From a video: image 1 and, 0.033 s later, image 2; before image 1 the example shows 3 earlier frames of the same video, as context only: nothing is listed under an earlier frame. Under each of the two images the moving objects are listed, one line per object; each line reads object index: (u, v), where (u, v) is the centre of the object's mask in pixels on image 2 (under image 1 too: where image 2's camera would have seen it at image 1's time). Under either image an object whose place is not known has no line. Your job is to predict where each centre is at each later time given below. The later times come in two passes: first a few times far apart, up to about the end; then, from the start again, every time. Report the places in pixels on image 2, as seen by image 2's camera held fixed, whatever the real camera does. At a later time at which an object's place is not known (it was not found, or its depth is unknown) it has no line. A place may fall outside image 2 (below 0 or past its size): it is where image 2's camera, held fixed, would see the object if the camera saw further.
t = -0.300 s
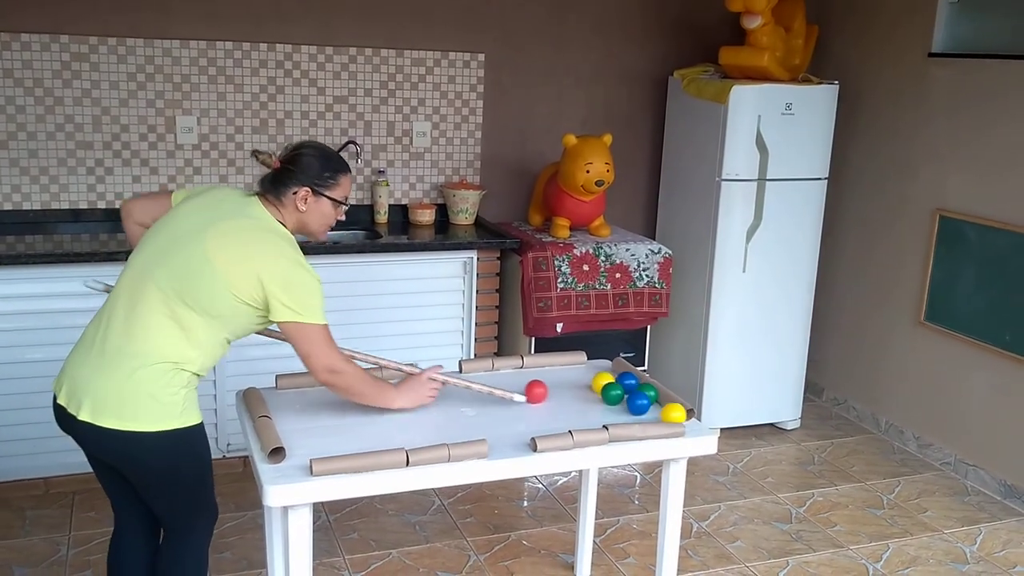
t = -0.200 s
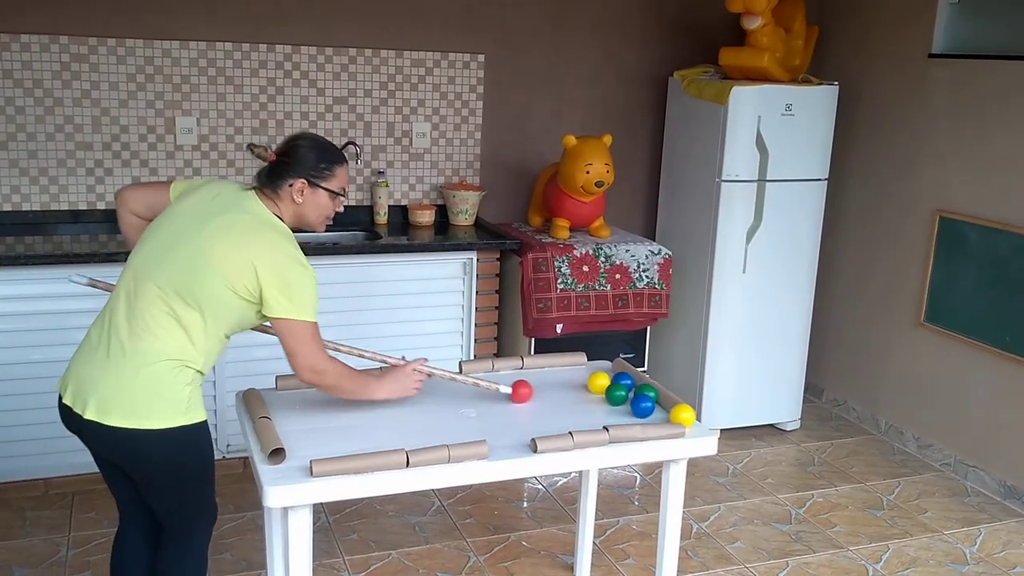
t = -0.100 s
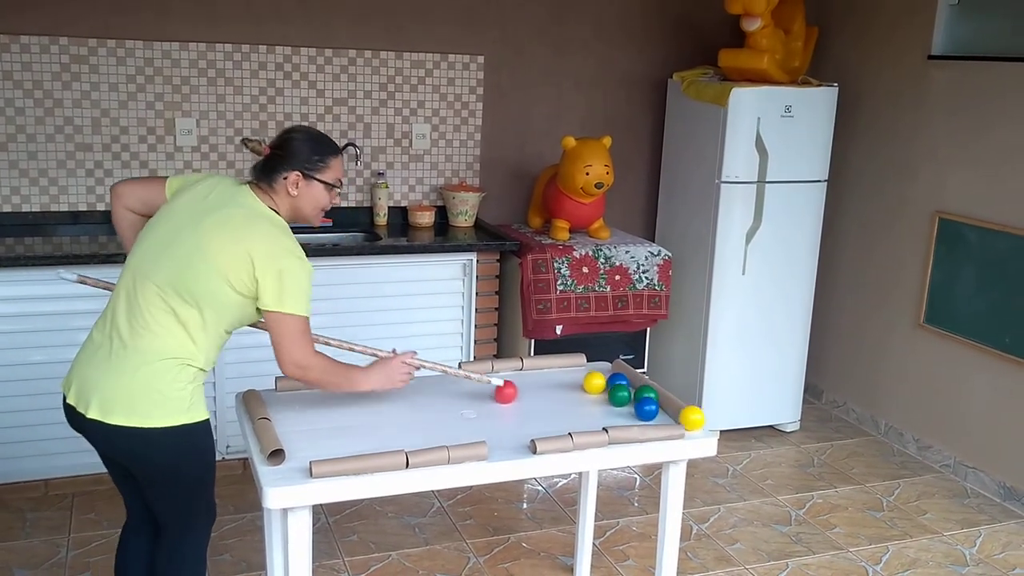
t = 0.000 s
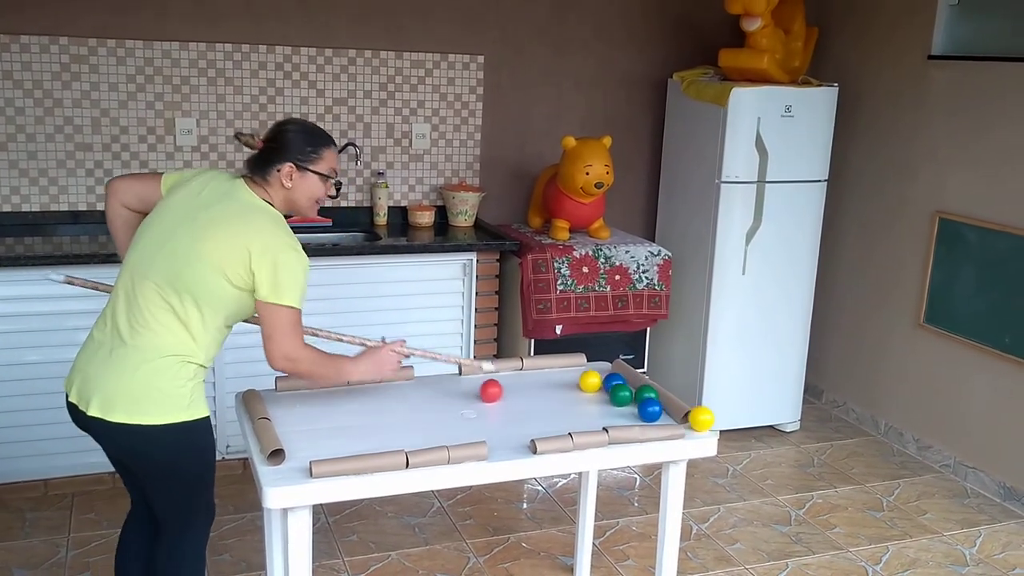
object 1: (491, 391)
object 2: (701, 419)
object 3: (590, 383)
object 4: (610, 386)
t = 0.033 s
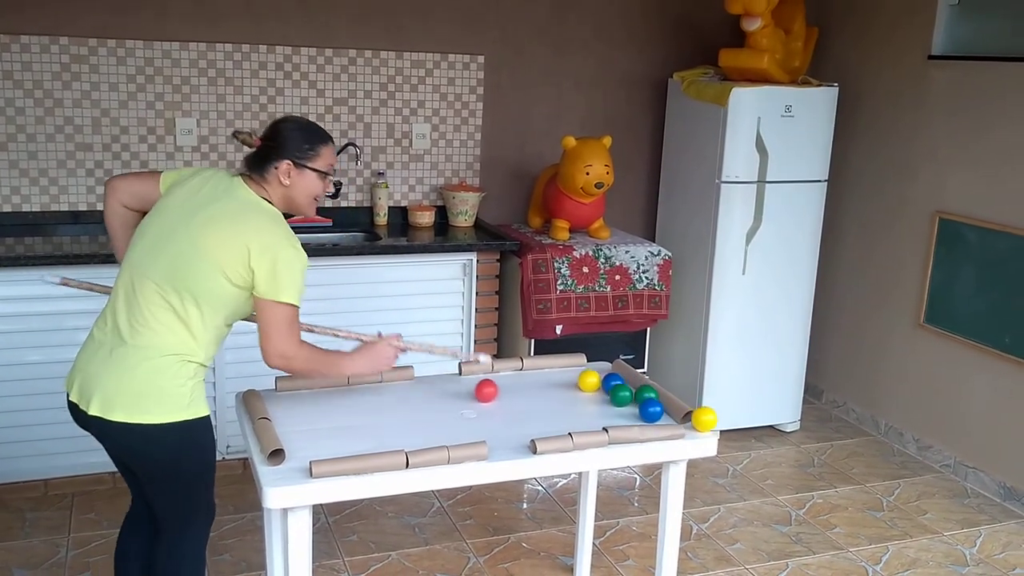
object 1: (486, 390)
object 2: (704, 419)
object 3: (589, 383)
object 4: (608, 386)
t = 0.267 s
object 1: (454, 389)
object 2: (726, 429)
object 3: (577, 379)
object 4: (603, 389)
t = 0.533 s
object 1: (417, 387)
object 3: (560, 375)
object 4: (589, 391)
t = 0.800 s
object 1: (384, 386)
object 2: (779, 566)
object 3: (549, 373)
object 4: (577, 395)
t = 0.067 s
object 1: (481, 390)
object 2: (707, 420)
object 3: (588, 382)
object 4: (608, 387)
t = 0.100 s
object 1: (476, 390)
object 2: (709, 420)
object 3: (586, 381)
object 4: (607, 387)
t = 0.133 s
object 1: (472, 390)
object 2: (712, 420)
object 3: (585, 381)
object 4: (606, 387)
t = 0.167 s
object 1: (468, 390)
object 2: (715, 421)
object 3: (583, 380)
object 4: (606, 388)
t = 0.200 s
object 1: (463, 389)
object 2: (719, 423)
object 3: (581, 380)
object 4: (605, 388)
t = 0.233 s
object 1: (458, 389)
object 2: (722, 425)
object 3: (579, 379)
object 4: (604, 389)
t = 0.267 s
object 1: (454, 389)
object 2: (726, 429)
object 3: (577, 379)
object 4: (603, 389)
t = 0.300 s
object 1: (449, 389)
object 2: (730, 437)
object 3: (575, 378)
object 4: (602, 389)
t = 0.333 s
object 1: (444, 389)
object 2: (732, 447)
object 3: (573, 378)
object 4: (601, 389)
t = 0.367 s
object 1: (440, 388)
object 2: (735, 462)
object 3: (571, 377)
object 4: (599, 390)
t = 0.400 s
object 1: (434, 388)
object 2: (738, 481)
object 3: (568, 377)
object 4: (597, 390)
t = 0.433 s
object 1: (430, 388)
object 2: (740, 502)
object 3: (567, 376)
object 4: (595, 391)
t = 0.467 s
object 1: (426, 388)
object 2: (742, 528)
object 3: (565, 376)
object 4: (593, 391)
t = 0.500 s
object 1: (421, 388)
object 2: (743, 556)
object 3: (562, 375)
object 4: (591, 391)
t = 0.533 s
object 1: (417, 387)
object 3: (560, 375)
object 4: (589, 391)
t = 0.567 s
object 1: (413, 387)
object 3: (558, 375)
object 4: (587, 392)
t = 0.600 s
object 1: (408, 387)
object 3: (556, 374)
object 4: (586, 392)
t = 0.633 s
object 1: (404, 387)
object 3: (556, 375)
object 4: (586, 393)
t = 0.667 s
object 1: (400, 387)
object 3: (554, 373)
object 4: (584, 394)
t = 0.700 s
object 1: (396, 387)
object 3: (552, 373)
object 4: (582, 394)
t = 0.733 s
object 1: (392, 386)
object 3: (551, 373)
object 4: (580, 394)
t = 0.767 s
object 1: (388, 386)
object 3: (550, 373)
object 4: (579, 395)
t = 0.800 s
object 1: (384, 386)
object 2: (779, 566)
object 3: (549, 373)
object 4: (577, 395)
